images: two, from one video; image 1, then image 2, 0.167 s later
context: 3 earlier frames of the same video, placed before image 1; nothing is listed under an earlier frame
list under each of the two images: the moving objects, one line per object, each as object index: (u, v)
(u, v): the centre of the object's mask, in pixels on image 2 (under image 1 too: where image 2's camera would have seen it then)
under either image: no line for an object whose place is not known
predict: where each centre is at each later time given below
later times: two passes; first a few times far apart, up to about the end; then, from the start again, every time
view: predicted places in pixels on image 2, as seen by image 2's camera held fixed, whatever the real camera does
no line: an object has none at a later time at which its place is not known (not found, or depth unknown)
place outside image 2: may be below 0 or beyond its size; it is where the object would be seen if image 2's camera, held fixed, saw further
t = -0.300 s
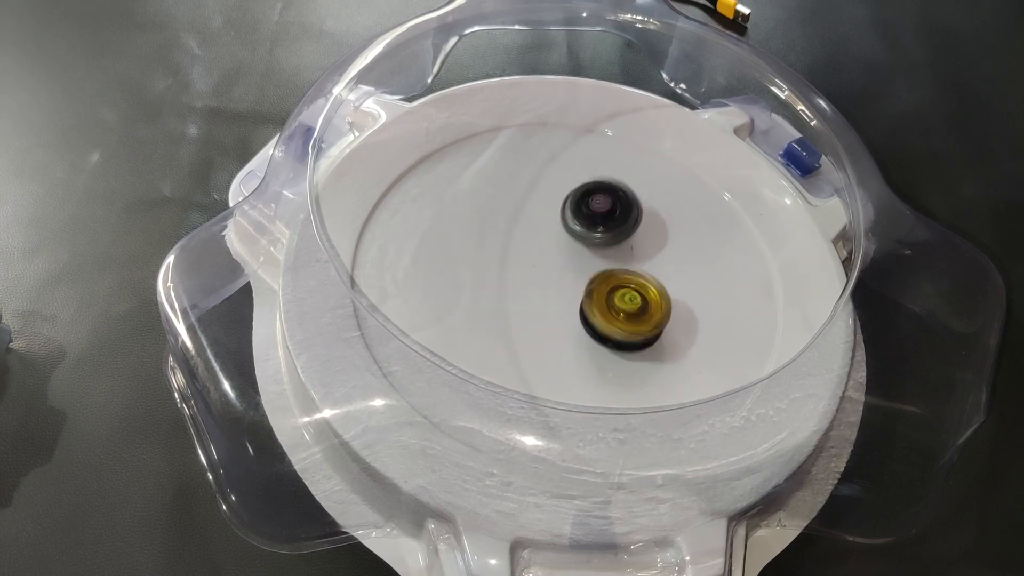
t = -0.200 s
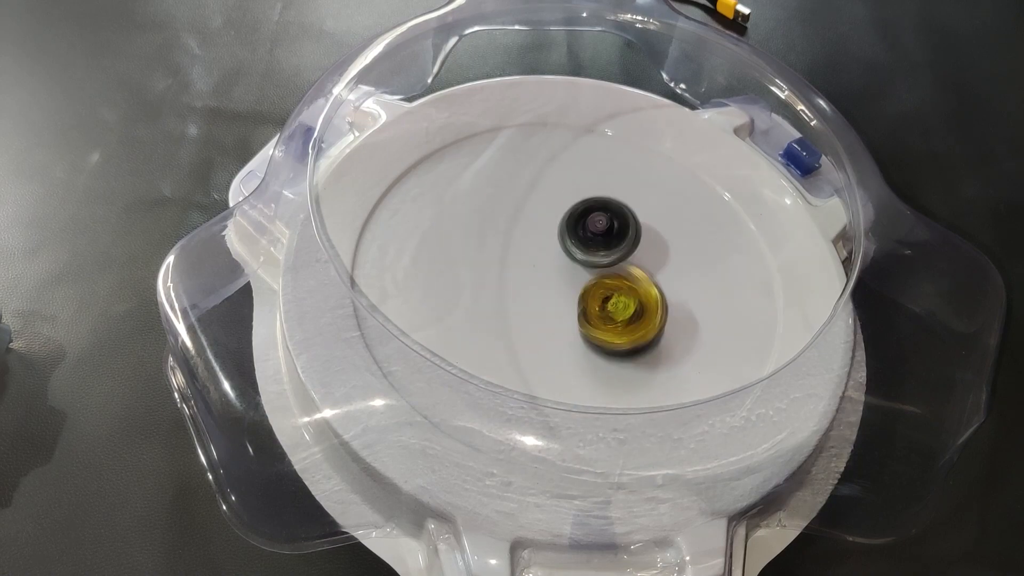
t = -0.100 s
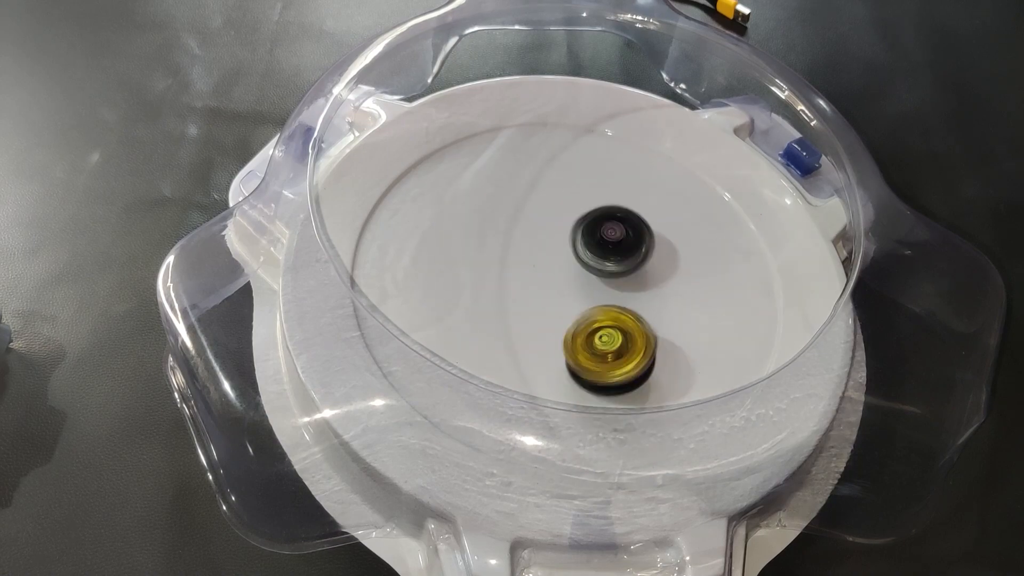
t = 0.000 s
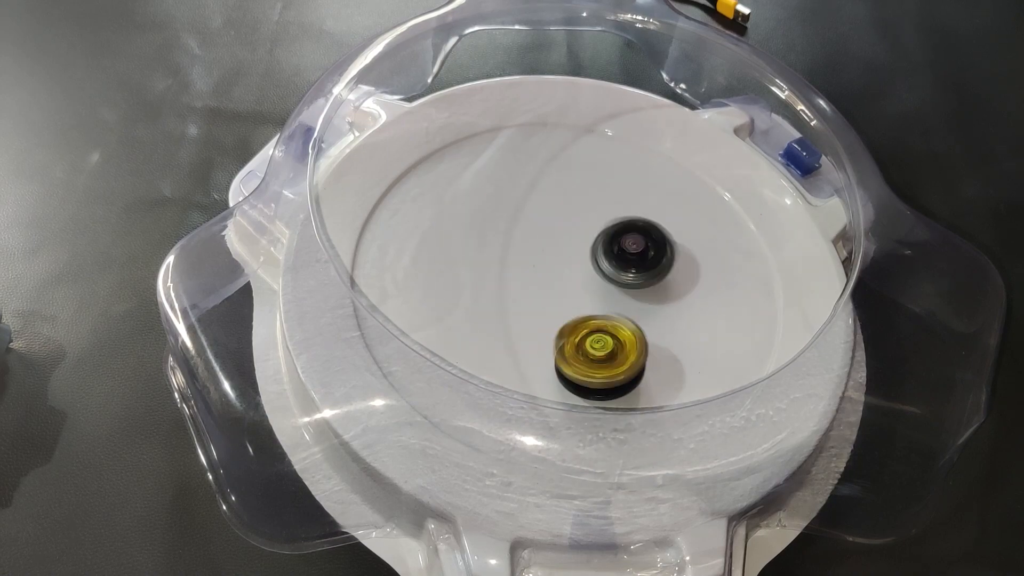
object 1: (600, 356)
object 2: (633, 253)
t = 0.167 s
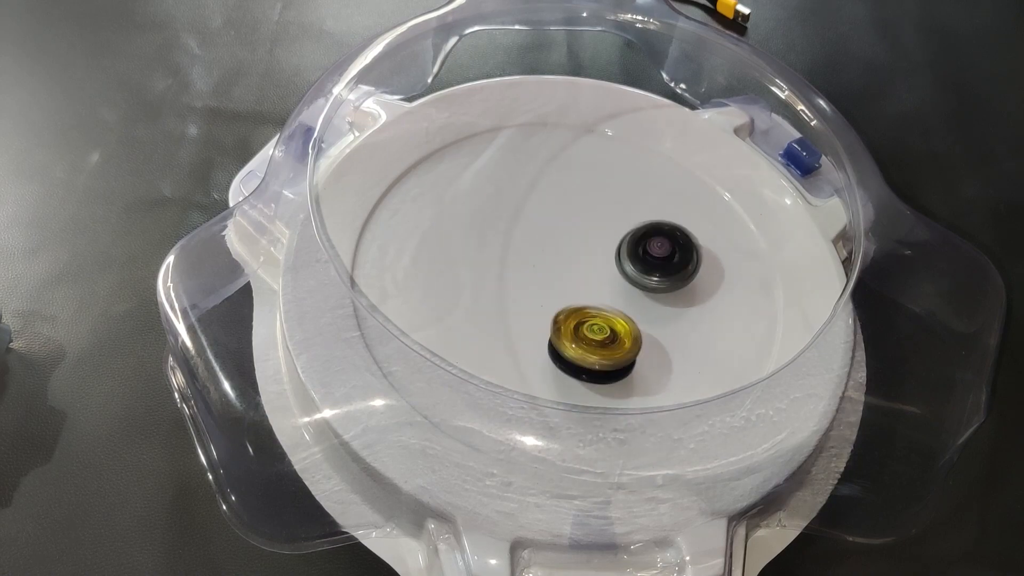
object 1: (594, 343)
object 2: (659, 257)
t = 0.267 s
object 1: (591, 330)
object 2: (658, 256)
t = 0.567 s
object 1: (527, 294)
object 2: (642, 251)
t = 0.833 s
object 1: (506, 276)
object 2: (620, 272)
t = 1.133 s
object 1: (517, 259)
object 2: (641, 286)
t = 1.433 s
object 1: (531, 250)
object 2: (617, 289)
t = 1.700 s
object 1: (537, 256)
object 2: (617, 302)
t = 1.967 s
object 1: (539, 249)
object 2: (596, 304)
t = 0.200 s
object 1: (594, 341)
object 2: (659, 257)
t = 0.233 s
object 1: (593, 334)
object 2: (659, 257)
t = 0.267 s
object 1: (591, 330)
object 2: (658, 256)
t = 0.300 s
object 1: (591, 325)
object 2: (655, 256)
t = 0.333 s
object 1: (591, 317)
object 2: (652, 256)
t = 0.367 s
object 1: (588, 312)
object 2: (648, 256)
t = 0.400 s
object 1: (583, 307)
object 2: (644, 256)
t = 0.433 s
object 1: (568, 306)
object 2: (649, 252)
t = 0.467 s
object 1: (554, 306)
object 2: (650, 252)
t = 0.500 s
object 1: (543, 302)
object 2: (647, 251)
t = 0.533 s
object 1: (533, 298)
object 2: (646, 250)
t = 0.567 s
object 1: (527, 294)
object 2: (642, 251)
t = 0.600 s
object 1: (522, 291)
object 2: (637, 251)
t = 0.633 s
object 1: (520, 288)
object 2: (632, 251)
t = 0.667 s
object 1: (519, 287)
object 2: (626, 253)
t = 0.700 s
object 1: (520, 286)
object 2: (618, 256)
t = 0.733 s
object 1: (522, 286)
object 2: (613, 259)
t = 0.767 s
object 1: (526, 285)
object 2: (607, 263)
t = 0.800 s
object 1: (514, 281)
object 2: (616, 269)
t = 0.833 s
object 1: (506, 276)
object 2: (620, 272)
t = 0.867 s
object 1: (501, 271)
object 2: (623, 274)
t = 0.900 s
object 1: (499, 267)
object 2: (628, 278)
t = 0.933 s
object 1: (498, 266)
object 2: (632, 280)
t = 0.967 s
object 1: (501, 266)
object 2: (636, 283)
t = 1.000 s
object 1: (505, 265)
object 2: (638, 284)
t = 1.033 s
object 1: (509, 264)
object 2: (640, 285)
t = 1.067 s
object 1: (513, 261)
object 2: (641, 286)
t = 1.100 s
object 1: (516, 260)
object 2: (642, 286)
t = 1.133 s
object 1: (517, 259)
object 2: (641, 286)
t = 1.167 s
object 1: (519, 258)
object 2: (640, 286)
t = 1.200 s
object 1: (521, 258)
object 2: (638, 285)
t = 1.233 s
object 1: (523, 258)
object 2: (635, 285)
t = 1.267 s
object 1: (527, 258)
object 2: (631, 285)
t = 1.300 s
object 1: (532, 258)
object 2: (628, 284)
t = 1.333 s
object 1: (536, 256)
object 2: (623, 283)
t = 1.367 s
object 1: (536, 254)
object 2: (619, 284)
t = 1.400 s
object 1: (535, 253)
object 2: (616, 285)
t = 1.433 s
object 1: (531, 250)
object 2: (617, 289)
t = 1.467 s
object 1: (531, 248)
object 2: (618, 291)
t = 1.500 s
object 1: (533, 247)
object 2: (620, 295)
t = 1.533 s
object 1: (534, 248)
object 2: (620, 297)
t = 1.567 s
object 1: (534, 250)
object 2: (620, 299)
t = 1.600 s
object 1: (536, 252)
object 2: (620, 300)
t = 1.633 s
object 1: (537, 255)
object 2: (619, 301)
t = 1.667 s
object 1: (537, 256)
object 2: (619, 302)
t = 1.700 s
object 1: (537, 256)
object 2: (617, 302)
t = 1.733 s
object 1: (537, 256)
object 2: (615, 302)
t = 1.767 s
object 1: (538, 256)
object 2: (613, 303)
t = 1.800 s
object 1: (539, 255)
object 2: (609, 302)
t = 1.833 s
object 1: (538, 252)
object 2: (607, 302)
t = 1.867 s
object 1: (539, 251)
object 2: (603, 302)
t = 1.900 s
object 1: (539, 249)
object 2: (601, 303)
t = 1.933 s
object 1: (538, 248)
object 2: (599, 304)
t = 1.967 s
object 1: (539, 249)
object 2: (596, 304)
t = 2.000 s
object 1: (539, 248)
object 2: (595, 304)
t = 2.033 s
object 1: (539, 248)
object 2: (594, 305)
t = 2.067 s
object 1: (539, 247)
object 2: (592, 307)
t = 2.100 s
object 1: (539, 246)
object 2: (587, 306)
